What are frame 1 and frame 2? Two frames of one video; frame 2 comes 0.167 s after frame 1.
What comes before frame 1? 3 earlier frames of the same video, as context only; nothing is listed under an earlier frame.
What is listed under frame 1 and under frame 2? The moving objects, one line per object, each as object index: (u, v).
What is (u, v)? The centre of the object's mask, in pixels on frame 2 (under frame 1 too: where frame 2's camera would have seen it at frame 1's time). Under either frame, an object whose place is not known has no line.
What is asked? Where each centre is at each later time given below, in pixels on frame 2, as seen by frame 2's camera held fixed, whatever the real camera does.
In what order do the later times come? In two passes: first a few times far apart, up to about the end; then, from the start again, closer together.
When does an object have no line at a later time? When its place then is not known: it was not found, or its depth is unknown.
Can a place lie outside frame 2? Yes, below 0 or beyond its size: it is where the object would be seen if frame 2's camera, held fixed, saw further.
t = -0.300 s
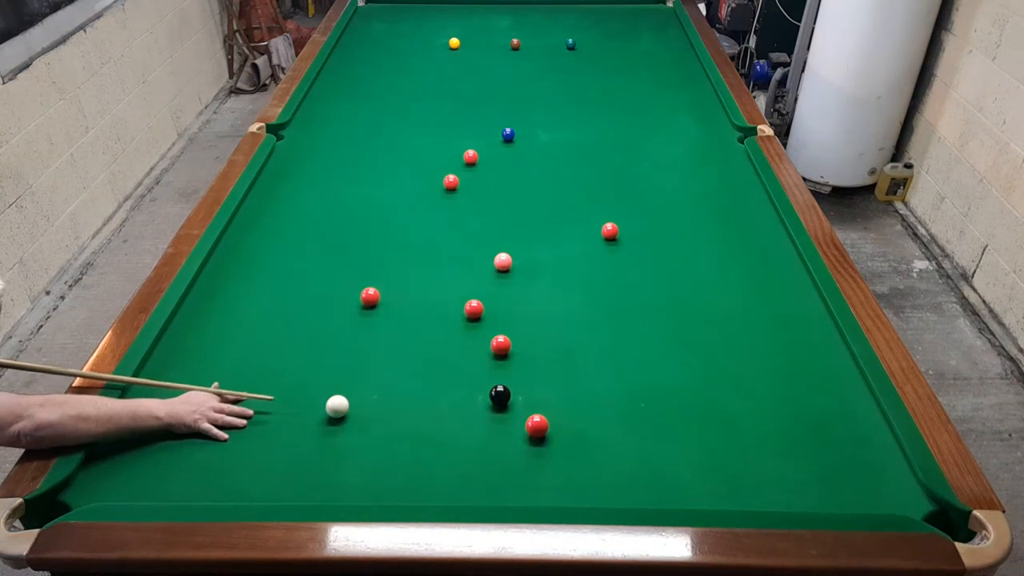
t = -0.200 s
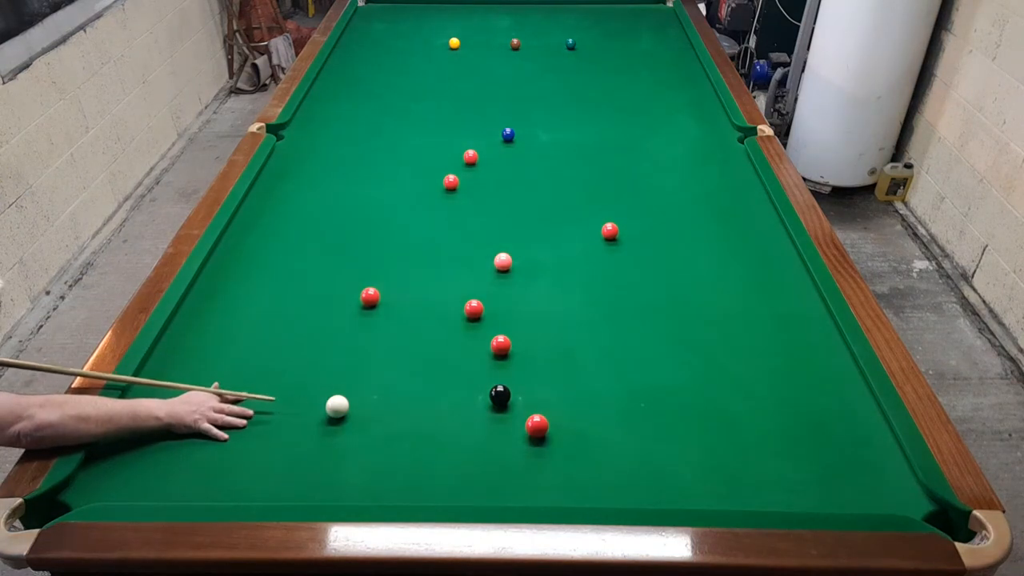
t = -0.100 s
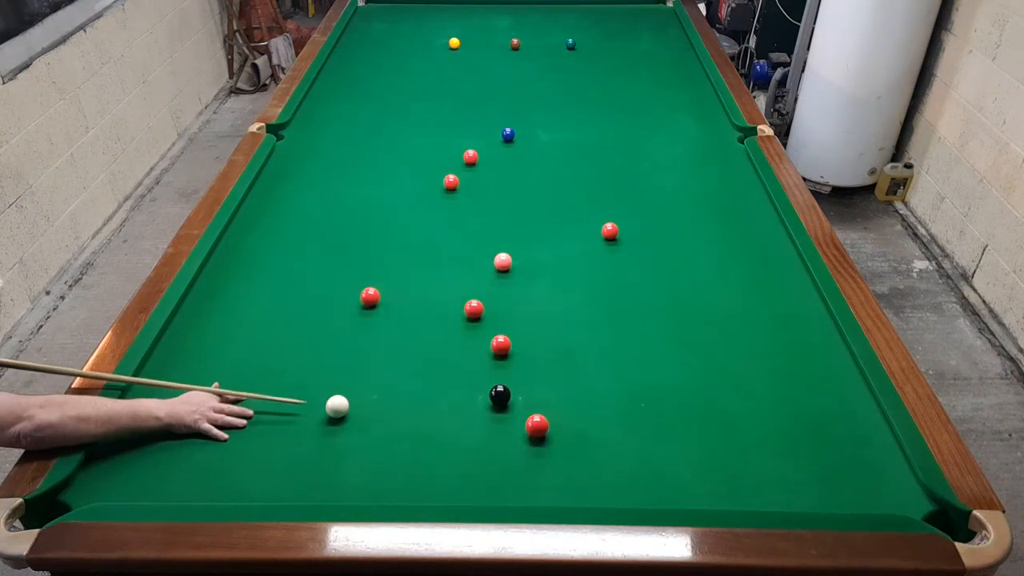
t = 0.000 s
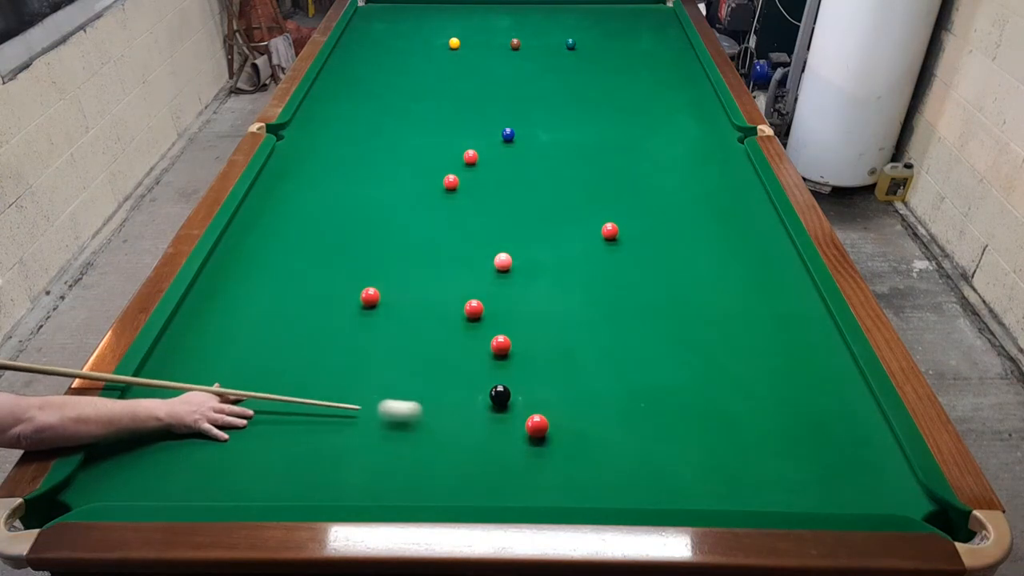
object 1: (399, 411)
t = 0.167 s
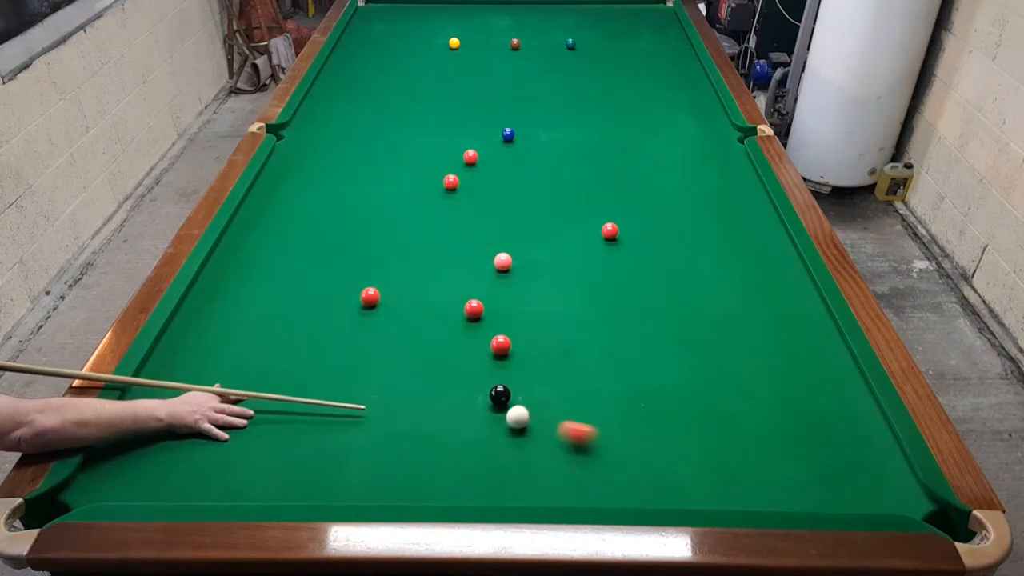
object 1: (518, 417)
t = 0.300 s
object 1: (528, 409)
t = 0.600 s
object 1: (549, 392)
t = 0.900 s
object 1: (567, 379)
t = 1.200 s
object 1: (583, 368)
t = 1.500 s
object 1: (596, 360)
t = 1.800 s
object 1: (607, 353)
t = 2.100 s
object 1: (614, 349)
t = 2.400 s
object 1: (620, 346)
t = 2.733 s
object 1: (622, 345)
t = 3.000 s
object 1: (622, 345)
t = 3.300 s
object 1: (622, 345)
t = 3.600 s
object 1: (622, 345)
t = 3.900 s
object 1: (622, 345)
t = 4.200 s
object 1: (622, 345)
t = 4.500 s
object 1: (622, 345)
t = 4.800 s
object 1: (622, 345)
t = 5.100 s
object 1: (622, 345)
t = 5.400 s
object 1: (622, 345)
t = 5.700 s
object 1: (622, 345)
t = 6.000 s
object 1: (622, 345)
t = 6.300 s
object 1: (622, 345)
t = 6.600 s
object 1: (622, 345)
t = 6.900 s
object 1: (622, 345)
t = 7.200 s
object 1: (622, 345)
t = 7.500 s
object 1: (622, 345)
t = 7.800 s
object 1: (622, 345)
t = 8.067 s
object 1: (622, 345)
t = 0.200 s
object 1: (520, 415)
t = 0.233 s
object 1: (523, 413)
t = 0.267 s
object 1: (525, 411)
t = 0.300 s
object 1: (528, 409)
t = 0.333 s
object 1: (530, 407)
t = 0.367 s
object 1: (533, 405)
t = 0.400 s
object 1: (535, 403)
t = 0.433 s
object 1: (537, 401)
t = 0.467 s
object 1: (540, 399)
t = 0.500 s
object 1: (542, 397)
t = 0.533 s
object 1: (544, 396)
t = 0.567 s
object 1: (546, 394)
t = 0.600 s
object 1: (549, 392)
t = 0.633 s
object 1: (551, 391)
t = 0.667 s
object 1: (553, 389)
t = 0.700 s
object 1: (555, 388)
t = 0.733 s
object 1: (557, 386)
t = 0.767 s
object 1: (559, 385)
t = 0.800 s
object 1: (561, 383)
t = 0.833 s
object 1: (563, 382)
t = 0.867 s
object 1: (565, 380)
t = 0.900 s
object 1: (567, 379)
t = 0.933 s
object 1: (569, 378)
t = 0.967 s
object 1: (571, 376)
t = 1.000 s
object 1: (573, 375)
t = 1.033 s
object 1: (574, 374)
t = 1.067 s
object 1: (576, 373)
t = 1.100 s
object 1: (578, 372)
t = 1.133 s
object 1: (580, 370)
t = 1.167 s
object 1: (581, 369)
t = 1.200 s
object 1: (583, 368)
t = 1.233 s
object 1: (584, 367)
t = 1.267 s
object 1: (586, 366)
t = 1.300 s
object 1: (588, 365)
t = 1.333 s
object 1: (589, 364)
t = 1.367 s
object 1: (591, 363)
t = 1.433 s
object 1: (594, 361)
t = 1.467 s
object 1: (595, 361)
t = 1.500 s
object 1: (596, 360)
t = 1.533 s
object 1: (597, 359)
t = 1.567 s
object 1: (599, 358)
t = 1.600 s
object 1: (600, 357)
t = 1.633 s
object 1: (601, 356)
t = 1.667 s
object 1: (602, 356)
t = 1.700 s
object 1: (603, 355)
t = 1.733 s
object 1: (604, 355)
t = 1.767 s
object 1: (605, 354)
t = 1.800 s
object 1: (607, 353)
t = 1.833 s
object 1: (608, 353)
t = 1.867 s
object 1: (609, 352)
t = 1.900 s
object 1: (609, 352)
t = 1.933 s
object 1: (610, 351)
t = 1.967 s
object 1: (611, 350)
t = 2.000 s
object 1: (612, 350)
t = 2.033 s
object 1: (613, 350)
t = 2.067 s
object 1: (614, 349)
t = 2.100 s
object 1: (614, 349)
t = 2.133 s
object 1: (615, 348)
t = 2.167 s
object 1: (616, 348)
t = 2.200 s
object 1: (617, 347)
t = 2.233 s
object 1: (617, 347)
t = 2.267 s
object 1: (618, 347)
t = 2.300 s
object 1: (618, 346)
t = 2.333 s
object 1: (619, 346)
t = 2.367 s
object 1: (619, 346)
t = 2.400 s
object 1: (620, 346)
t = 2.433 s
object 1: (620, 345)
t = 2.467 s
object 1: (621, 345)
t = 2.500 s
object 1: (621, 345)
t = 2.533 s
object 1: (621, 345)
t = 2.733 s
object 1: (622, 345)
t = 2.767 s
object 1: (622, 345)
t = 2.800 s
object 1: (622, 345)
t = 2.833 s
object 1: (622, 345)
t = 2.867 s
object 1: (622, 345)
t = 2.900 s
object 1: (622, 345)
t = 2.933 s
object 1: (622, 345)
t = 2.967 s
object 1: (622, 345)
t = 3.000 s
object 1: (622, 345)
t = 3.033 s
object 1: (622, 345)
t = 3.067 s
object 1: (622, 345)
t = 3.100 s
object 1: (622, 345)
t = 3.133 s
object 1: (622, 345)
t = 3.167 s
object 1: (622, 345)
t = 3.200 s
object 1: (622, 345)
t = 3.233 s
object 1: (622, 345)
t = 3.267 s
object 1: (622, 345)
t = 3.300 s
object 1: (622, 345)
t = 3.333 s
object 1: (622, 345)
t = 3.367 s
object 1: (622, 345)
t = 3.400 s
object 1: (622, 345)
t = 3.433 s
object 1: (622, 345)
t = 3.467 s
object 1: (622, 345)
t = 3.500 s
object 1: (622, 345)
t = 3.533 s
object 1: (622, 345)
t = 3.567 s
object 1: (622, 345)
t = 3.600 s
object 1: (622, 345)
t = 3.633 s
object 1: (622, 345)
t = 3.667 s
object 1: (622, 345)
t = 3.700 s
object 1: (622, 345)
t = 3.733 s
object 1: (622, 345)
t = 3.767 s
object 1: (622, 345)
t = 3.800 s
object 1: (622, 345)
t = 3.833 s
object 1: (622, 345)
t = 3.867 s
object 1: (622, 345)
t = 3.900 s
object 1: (622, 345)
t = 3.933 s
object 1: (622, 345)
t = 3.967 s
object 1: (622, 345)
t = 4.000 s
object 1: (622, 345)
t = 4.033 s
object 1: (622, 345)
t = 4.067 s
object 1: (622, 345)
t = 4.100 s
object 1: (622, 345)
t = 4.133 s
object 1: (622, 345)
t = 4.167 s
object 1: (622, 345)
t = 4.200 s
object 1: (622, 345)
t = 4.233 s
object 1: (622, 345)
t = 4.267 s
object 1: (622, 345)
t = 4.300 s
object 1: (622, 345)
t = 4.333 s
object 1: (622, 345)
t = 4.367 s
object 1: (622, 345)
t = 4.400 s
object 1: (622, 345)
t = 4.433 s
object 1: (622, 345)
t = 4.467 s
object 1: (622, 345)
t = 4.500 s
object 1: (622, 345)
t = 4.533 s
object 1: (622, 345)
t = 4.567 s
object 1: (622, 345)
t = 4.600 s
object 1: (622, 345)
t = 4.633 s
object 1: (622, 345)
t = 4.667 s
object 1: (622, 345)
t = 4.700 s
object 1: (622, 345)
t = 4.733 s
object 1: (622, 345)
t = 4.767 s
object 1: (622, 345)
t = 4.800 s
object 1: (622, 345)
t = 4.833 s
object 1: (622, 345)
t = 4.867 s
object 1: (622, 345)
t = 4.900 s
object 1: (622, 345)
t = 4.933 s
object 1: (622, 345)
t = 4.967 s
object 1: (622, 345)
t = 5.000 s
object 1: (622, 345)
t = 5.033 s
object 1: (622, 345)
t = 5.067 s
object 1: (622, 345)
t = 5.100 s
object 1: (622, 345)
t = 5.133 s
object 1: (622, 345)
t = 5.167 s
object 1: (622, 345)
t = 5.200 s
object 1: (622, 345)
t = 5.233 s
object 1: (622, 345)
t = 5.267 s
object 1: (622, 345)
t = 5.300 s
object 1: (622, 345)
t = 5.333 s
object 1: (622, 345)
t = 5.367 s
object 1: (622, 345)
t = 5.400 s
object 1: (622, 345)
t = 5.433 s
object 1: (622, 345)
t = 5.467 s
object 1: (622, 345)
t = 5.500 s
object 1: (622, 345)
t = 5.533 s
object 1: (622, 345)
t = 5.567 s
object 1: (622, 345)
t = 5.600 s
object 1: (622, 345)
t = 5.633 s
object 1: (622, 345)
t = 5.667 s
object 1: (622, 345)
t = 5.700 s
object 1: (622, 345)
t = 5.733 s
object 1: (622, 345)
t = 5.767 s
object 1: (622, 345)
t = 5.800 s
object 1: (622, 345)
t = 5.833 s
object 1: (622, 345)
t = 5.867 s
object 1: (622, 345)
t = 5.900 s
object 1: (622, 345)
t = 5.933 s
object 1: (622, 345)
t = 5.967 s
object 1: (622, 345)
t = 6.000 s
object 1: (622, 345)
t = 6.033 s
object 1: (622, 345)
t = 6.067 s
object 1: (622, 345)
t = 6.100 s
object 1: (622, 345)
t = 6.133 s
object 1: (622, 345)
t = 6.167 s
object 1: (622, 345)
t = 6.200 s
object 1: (622, 345)
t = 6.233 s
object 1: (622, 345)
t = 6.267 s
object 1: (622, 345)
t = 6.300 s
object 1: (622, 345)
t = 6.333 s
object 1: (622, 345)
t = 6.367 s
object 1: (622, 345)
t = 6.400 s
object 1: (622, 345)
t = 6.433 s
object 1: (622, 345)
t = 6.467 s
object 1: (622, 345)
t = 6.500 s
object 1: (622, 345)
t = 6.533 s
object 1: (622, 345)
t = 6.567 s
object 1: (622, 345)
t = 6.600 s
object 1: (622, 345)
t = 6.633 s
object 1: (622, 345)
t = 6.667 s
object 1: (622, 345)
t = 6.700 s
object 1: (622, 345)
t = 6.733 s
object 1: (622, 345)
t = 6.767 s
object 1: (622, 345)
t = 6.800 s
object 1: (622, 345)
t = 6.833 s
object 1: (622, 345)
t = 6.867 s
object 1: (622, 345)
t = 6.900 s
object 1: (622, 345)
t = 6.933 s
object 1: (622, 345)
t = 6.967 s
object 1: (622, 345)
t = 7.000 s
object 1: (622, 345)
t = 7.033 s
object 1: (622, 345)
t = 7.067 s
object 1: (622, 345)
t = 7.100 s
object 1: (622, 345)
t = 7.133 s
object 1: (622, 345)
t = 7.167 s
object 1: (622, 345)
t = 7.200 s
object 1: (622, 345)
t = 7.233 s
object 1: (622, 345)
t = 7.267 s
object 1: (622, 345)
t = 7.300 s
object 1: (622, 345)
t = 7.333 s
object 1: (622, 345)
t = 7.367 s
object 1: (622, 345)
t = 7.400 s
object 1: (622, 345)
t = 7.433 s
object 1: (622, 345)
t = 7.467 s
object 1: (622, 345)
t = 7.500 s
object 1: (622, 345)
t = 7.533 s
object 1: (622, 345)
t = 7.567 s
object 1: (622, 345)
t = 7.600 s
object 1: (622, 345)
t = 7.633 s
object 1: (622, 345)
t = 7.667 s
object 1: (622, 345)
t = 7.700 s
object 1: (622, 345)
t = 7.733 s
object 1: (622, 345)
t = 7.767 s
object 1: (622, 345)
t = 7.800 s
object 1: (622, 345)
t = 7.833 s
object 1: (622, 345)
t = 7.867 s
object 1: (622, 345)
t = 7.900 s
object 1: (622, 345)
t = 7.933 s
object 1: (622, 345)
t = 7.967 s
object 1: (622, 345)
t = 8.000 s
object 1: (622, 345)
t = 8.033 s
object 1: (622, 345)
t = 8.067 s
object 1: (622, 345)
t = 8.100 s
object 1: (622, 345)
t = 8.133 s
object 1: (622, 345)
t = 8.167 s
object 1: (622, 345)
